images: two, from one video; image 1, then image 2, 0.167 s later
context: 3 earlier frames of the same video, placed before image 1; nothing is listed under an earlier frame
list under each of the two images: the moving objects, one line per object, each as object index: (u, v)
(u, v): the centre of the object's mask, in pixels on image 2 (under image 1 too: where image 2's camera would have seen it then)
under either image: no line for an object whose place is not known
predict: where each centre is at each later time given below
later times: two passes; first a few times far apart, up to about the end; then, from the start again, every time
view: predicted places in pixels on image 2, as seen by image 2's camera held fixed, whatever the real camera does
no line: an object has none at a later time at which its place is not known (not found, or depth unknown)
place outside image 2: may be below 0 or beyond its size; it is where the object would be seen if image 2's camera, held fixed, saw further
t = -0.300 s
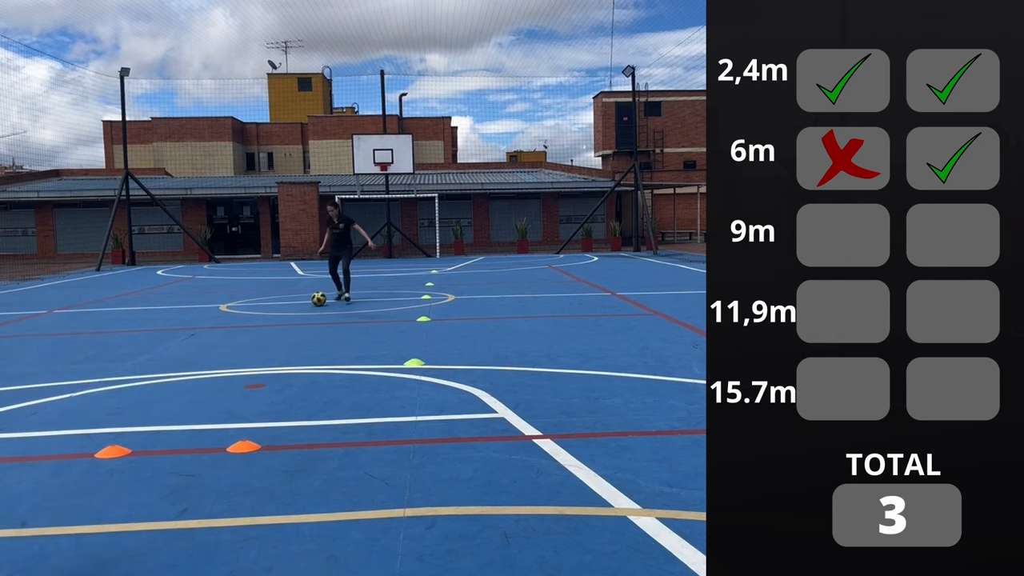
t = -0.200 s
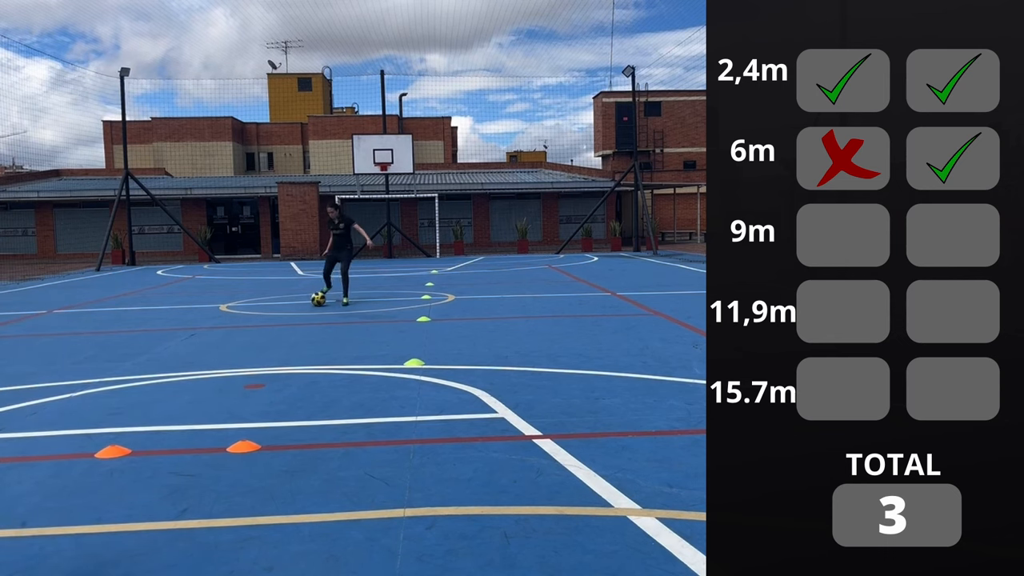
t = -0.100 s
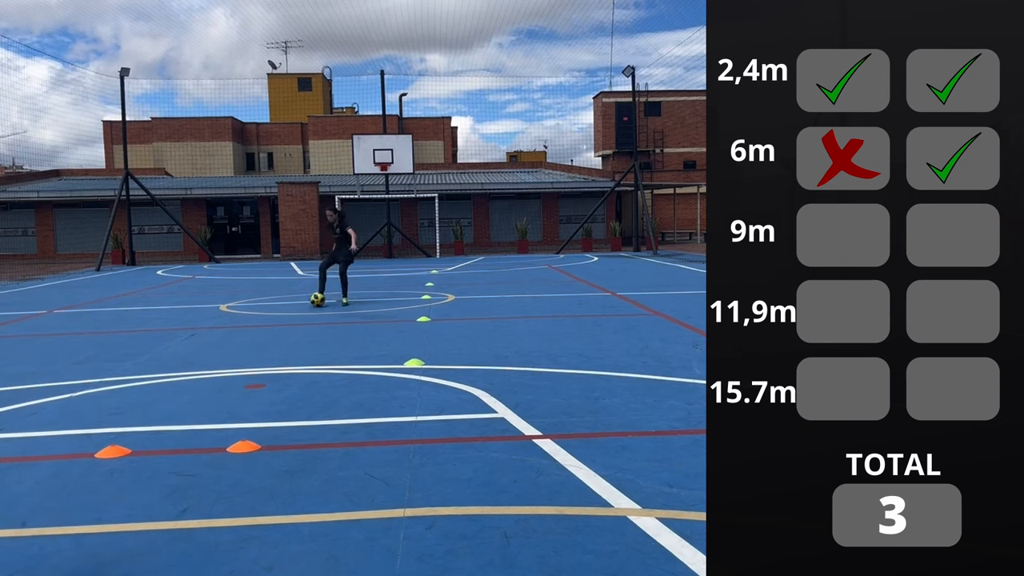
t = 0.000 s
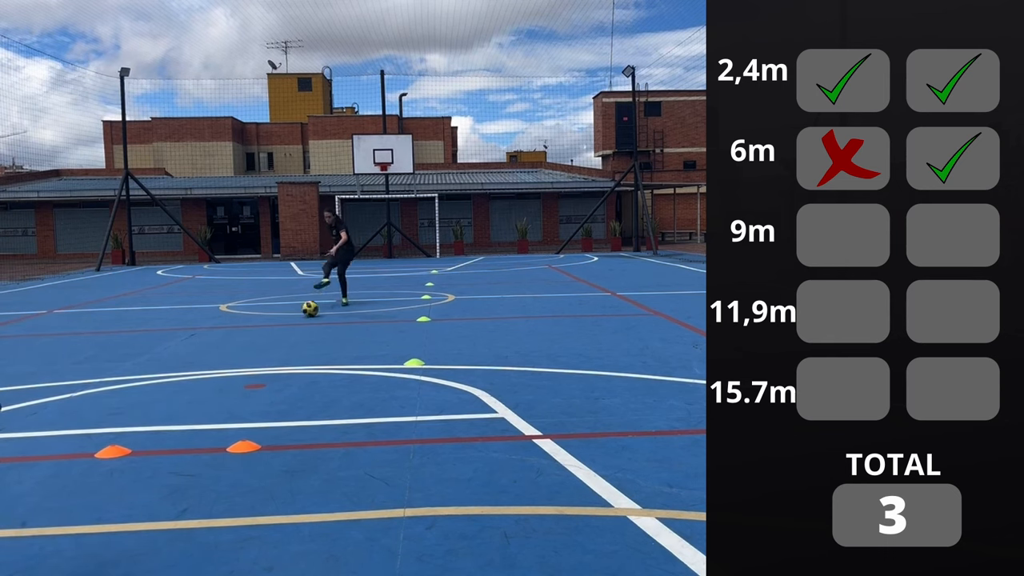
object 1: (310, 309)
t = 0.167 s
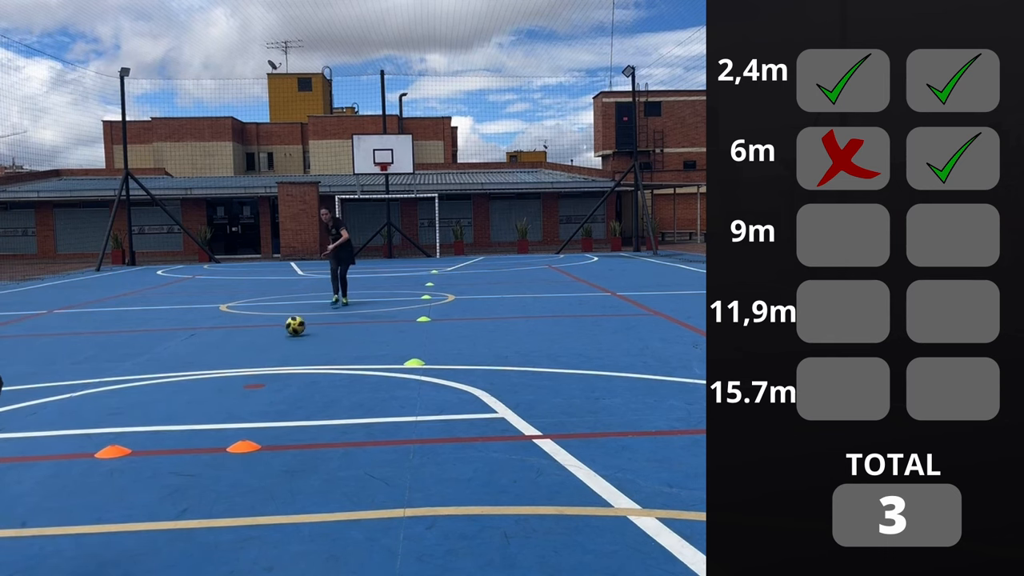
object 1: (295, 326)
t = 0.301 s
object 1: (279, 345)
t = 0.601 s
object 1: (224, 413)
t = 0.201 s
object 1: (291, 330)
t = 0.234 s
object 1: (288, 335)
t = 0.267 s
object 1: (283, 340)
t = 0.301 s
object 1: (279, 345)
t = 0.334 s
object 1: (275, 349)
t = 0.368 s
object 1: (270, 354)
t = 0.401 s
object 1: (265, 361)
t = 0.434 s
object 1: (259, 369)
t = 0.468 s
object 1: (253, 376)
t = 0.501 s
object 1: (246, 384)
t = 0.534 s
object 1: (239, 394)
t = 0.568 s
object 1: (232, 403)
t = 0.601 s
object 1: (224, 413)
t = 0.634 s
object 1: (215, 423)
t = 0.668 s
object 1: (206, 434)
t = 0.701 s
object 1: (195, 443)
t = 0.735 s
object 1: (184, 457)
